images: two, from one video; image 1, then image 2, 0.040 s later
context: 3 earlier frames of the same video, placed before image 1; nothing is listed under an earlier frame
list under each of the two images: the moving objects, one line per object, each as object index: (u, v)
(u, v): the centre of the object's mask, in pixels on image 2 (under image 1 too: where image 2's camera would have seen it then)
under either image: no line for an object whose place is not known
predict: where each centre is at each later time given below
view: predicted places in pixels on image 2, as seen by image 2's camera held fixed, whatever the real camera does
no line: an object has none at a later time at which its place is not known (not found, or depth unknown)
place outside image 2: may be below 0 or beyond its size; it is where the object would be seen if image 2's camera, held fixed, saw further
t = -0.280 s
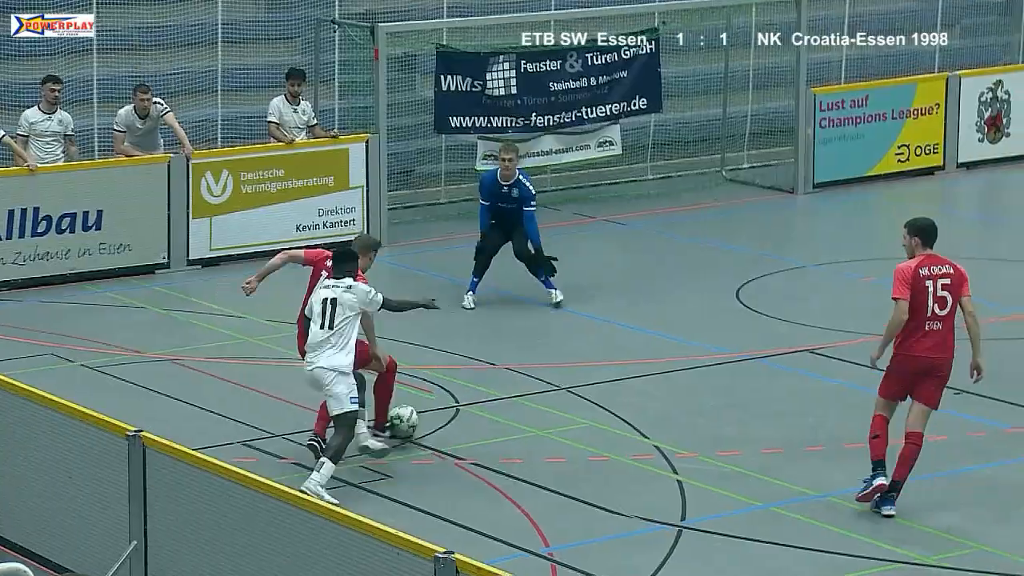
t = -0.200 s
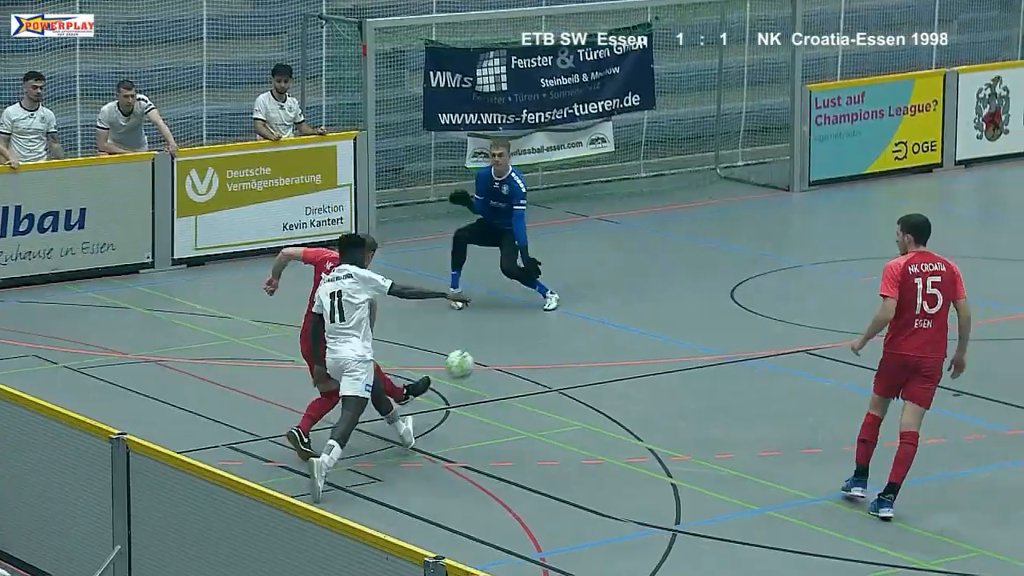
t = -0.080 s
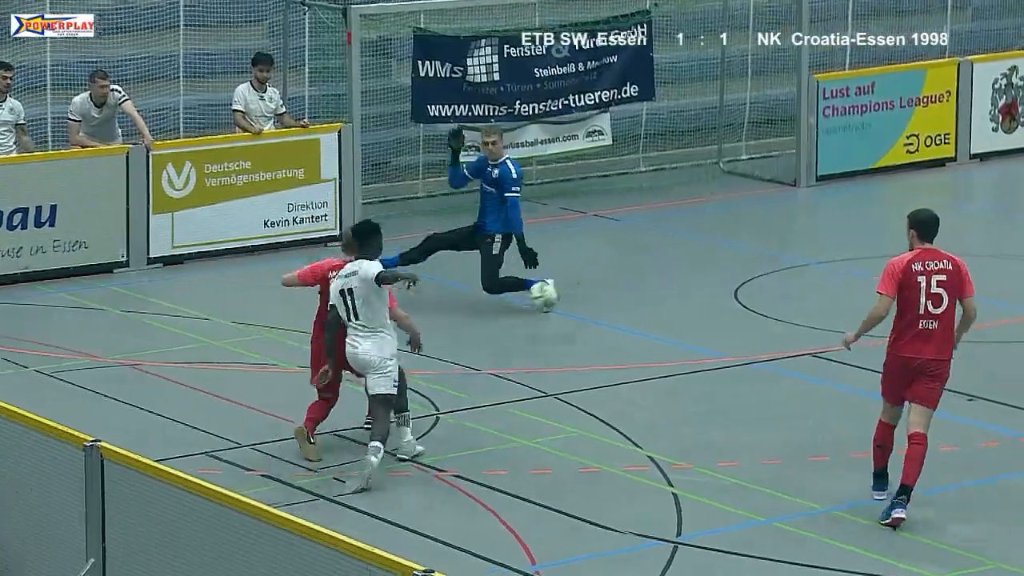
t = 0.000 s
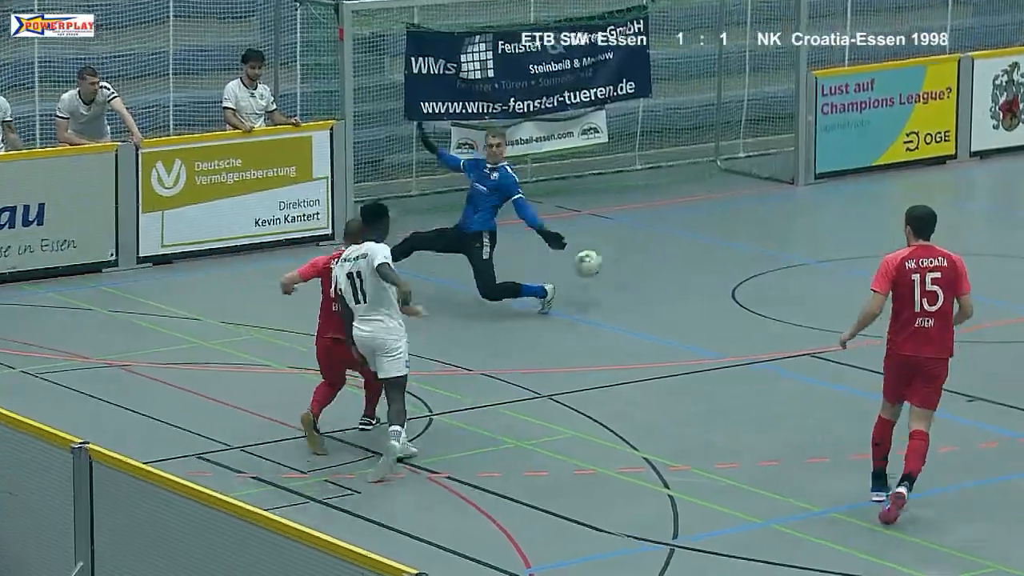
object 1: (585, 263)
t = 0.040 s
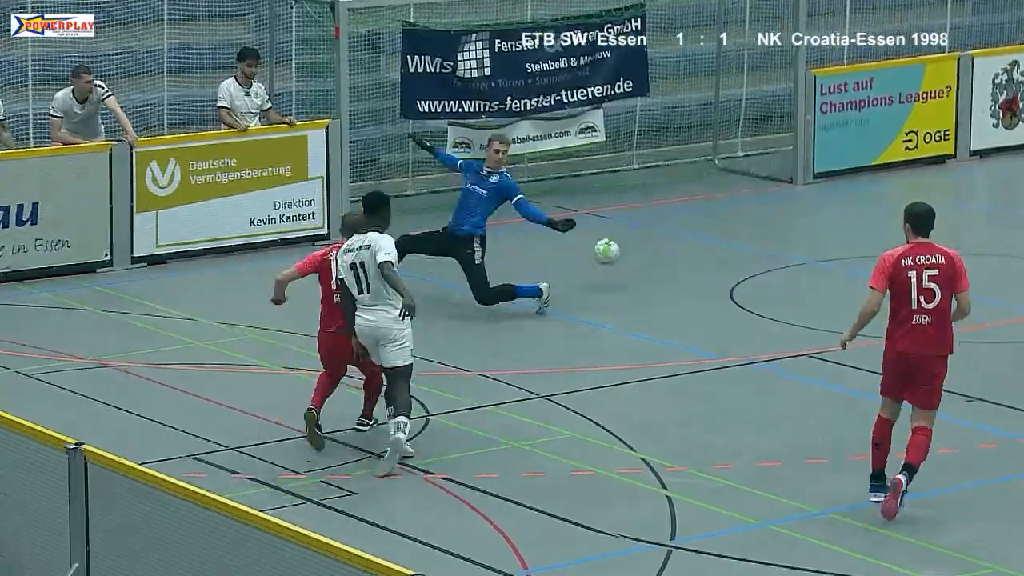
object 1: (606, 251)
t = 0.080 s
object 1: (625, 243)
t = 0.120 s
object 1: (642, 238)
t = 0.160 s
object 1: (657, 229)
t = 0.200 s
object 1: (667, 211)
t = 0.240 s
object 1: (677, 195)
